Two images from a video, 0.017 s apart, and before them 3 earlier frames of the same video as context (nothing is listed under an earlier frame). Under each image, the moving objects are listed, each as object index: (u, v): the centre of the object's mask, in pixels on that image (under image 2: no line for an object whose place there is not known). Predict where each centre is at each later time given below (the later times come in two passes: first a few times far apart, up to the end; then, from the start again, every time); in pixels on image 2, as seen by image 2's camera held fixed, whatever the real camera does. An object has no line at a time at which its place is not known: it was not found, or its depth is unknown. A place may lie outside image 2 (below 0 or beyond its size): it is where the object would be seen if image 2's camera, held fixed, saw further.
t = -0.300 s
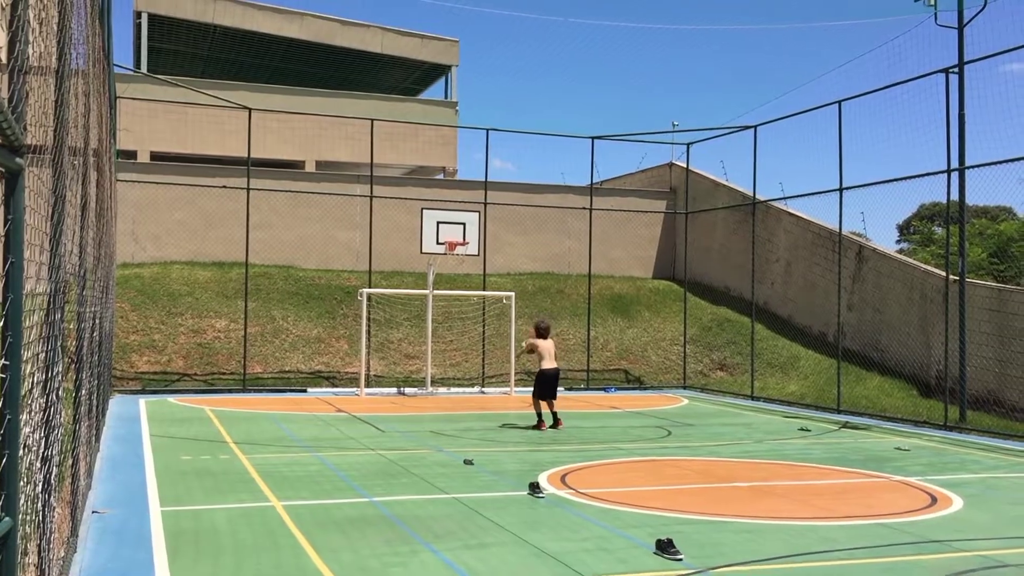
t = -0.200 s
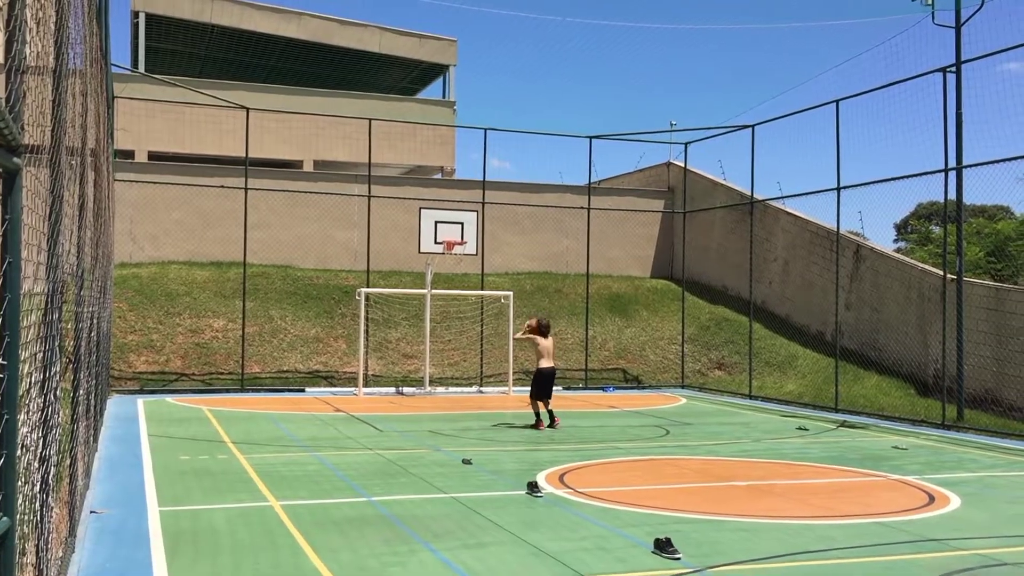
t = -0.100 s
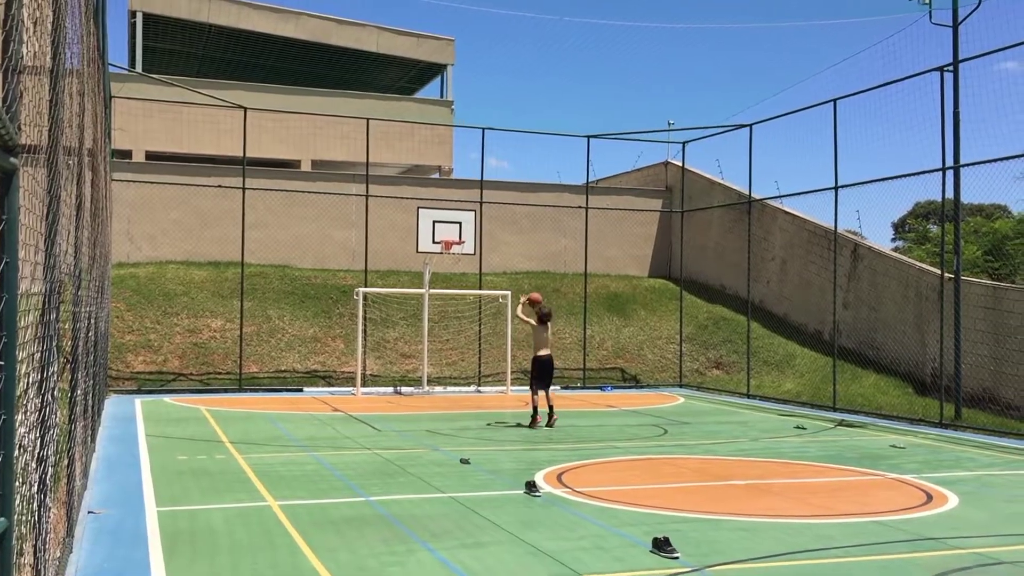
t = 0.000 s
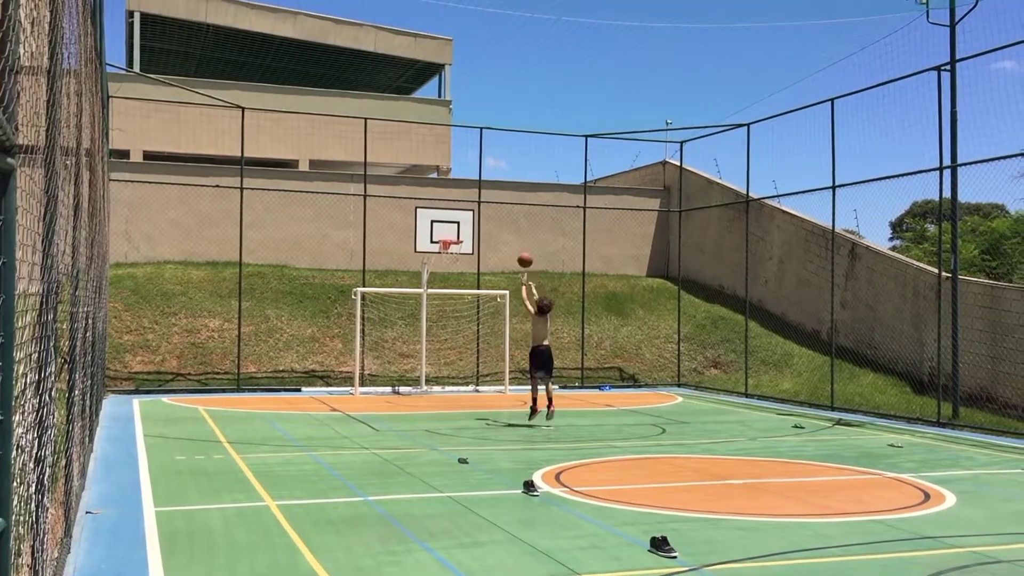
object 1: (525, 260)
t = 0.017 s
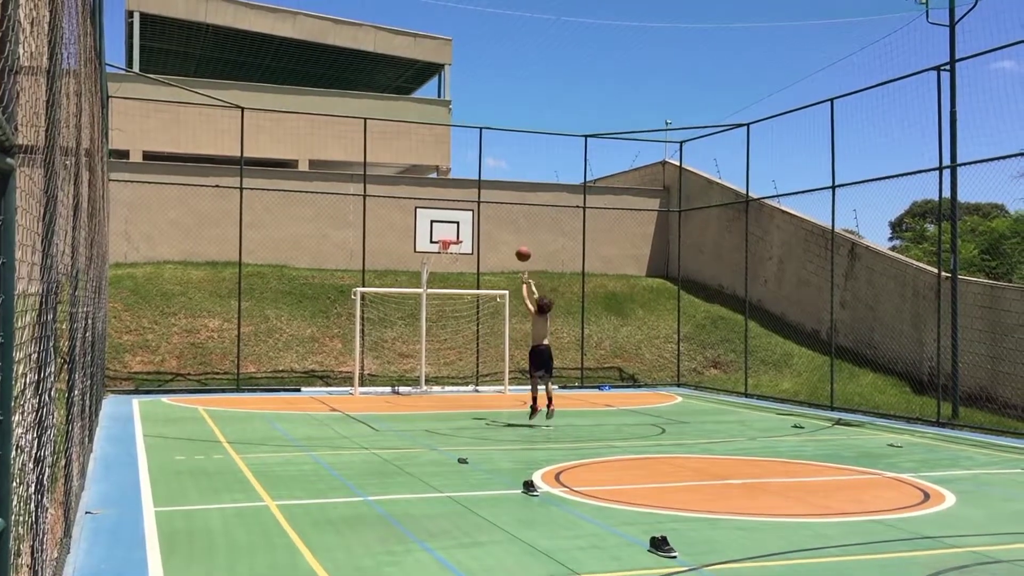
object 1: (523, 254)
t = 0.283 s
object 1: (500, 183)
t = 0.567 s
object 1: (477, 161)
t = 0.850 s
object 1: (457, 183)
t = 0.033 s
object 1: (521, 248)
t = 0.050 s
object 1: (520, 242)
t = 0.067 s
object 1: (518, 237)
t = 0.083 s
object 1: (517, 231)
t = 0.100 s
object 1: (516, 226)
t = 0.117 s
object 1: (514, 222)
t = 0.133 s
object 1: (513, 217)
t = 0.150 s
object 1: (511, 212)
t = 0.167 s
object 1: (510, 208)
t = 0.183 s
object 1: (508, 204)
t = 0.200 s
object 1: (507, 200)
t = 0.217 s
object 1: (505, 196)
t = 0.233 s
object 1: (504, 192)
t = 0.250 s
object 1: (503, 189)
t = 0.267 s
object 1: (501, 187)
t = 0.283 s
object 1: (500, 183)
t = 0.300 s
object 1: (498, 181)
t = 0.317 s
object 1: (496, 179)
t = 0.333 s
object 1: (495, 176)
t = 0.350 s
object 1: (494, 174)
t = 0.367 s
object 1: (493, 172)
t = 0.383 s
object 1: (491, 170)
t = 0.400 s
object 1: (490, 168)
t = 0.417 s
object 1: (489, 167)
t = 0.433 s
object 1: (487, 165)
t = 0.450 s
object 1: (486, 164)
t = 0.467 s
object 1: (485, 163)
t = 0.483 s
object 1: (483, 162)
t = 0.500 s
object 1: (482, 162)
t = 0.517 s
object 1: (481, 161)
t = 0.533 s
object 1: (480, 161)
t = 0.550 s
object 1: (478, 160)
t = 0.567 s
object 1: (477, 161)
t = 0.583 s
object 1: (476, 161)
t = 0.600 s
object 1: (474, 161)
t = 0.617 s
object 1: (473, 161)
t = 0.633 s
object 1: (472, 162)
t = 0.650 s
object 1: (471, 162)
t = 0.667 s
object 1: (470, 163)
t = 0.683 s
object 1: (469, 164)
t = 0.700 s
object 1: (467, 166)
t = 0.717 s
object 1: (466, 167)
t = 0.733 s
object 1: (465, 168)
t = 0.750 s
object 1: (464, 170)
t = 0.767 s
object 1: (463, 172)
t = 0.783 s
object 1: (462, 173)
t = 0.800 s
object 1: (461, 176)
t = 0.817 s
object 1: (460, 177)
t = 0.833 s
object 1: (459, 180)
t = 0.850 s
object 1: (457, 183)
